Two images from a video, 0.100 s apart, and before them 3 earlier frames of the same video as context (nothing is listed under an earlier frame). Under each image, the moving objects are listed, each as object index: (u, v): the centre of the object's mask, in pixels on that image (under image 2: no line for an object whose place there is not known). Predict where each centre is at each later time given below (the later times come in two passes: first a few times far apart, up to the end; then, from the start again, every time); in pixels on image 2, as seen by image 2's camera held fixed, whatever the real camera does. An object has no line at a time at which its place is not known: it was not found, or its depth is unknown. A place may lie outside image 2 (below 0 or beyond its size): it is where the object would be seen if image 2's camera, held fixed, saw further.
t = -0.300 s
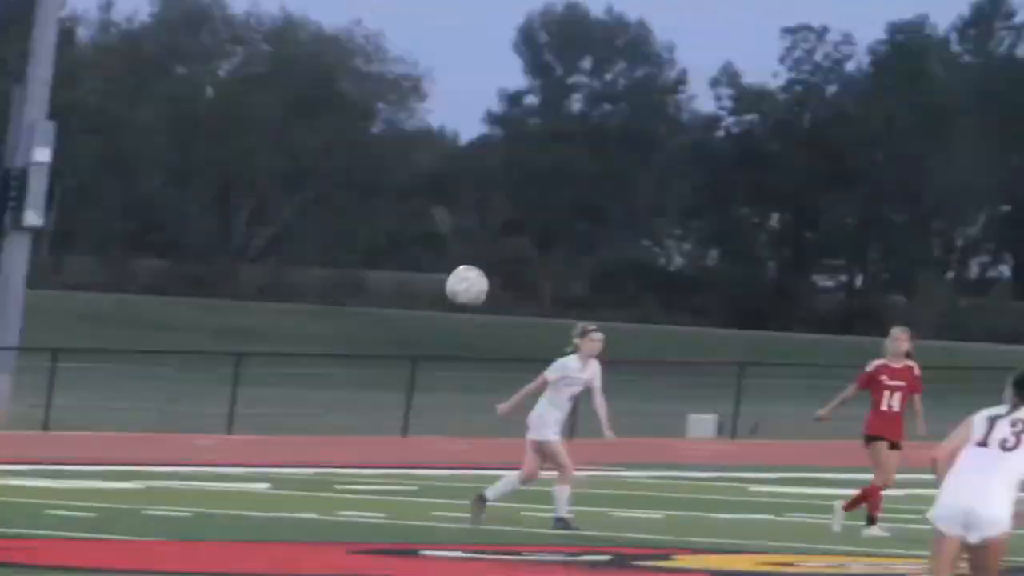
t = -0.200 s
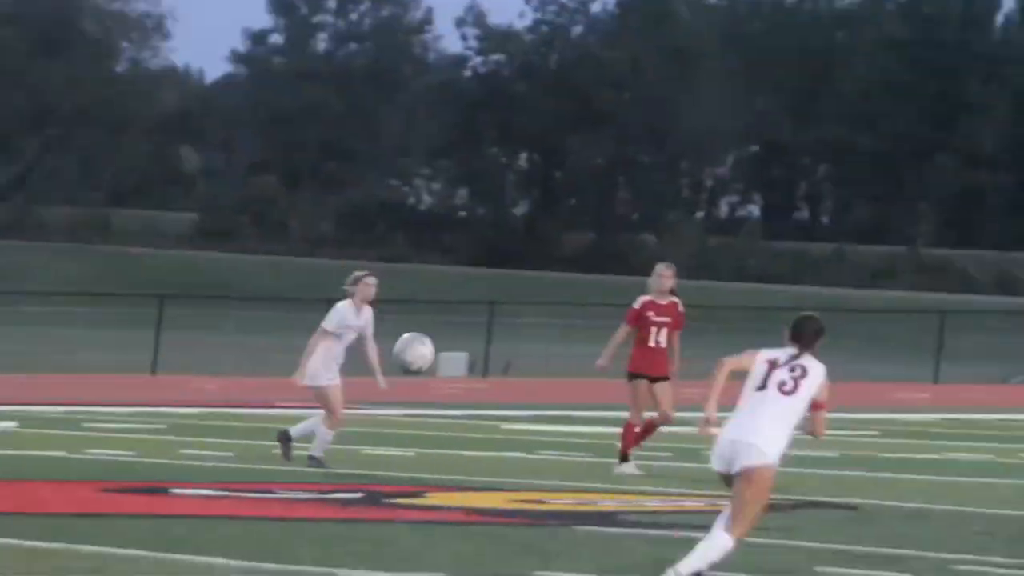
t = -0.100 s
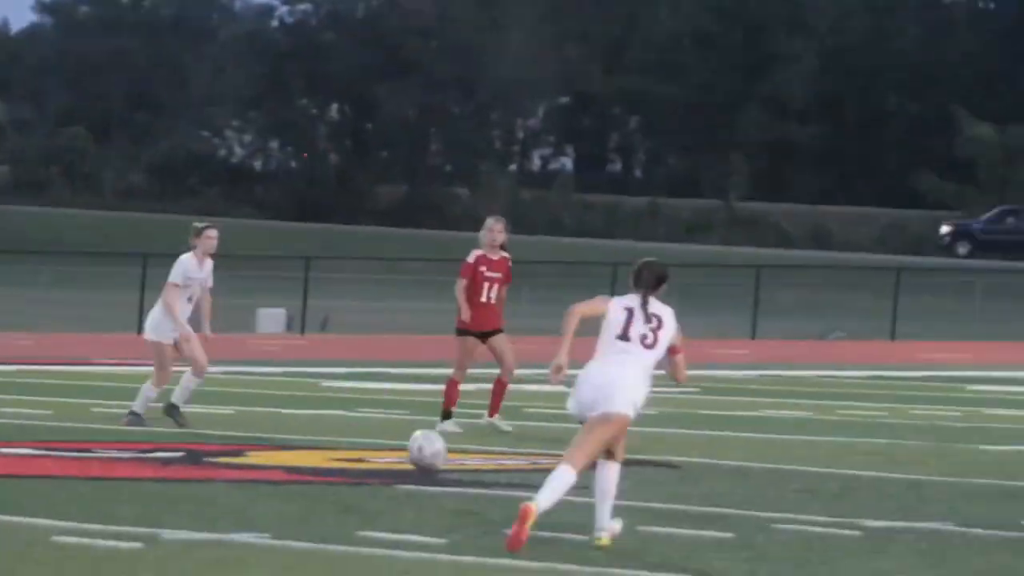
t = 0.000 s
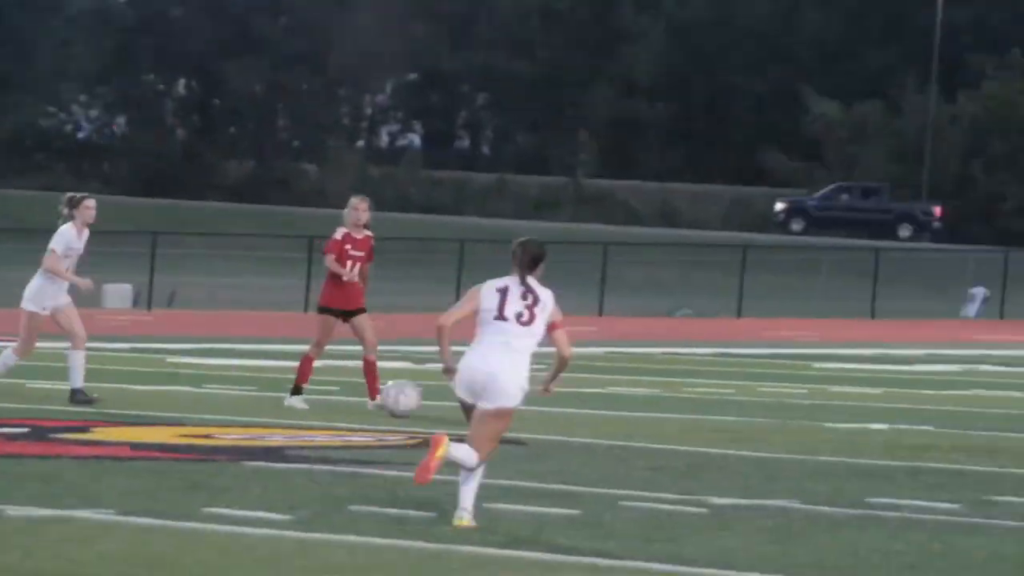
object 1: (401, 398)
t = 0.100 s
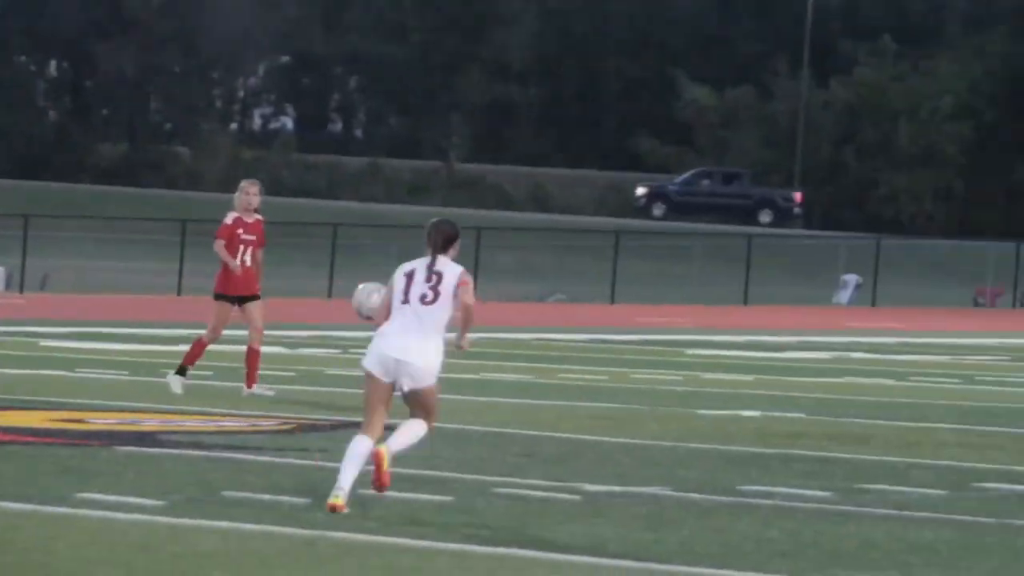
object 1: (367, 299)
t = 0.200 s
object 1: (463, 232)
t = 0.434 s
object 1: (679, 165)
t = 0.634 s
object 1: (850, 173)
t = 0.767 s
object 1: (962, 227)
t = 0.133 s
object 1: (400, 273)
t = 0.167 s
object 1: (432, 247)
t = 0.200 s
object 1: (463, 232)
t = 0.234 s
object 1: (491, 216)
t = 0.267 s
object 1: (533, 203)
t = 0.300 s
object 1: (561, 194)
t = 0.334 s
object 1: (591, 183)
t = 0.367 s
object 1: (620, 175)
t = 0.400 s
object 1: (651, 166)
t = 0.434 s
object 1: (679, 165)
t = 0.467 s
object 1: (707, 158)
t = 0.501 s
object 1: (736, 158)
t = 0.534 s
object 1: (766, 157)
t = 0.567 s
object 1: (791, 160)
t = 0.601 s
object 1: (821, 165)
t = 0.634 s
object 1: (850, 173)
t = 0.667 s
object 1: (877, 185)
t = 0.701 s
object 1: (906, 196)
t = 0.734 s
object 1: (934, 211)
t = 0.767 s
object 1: (962, 227)
